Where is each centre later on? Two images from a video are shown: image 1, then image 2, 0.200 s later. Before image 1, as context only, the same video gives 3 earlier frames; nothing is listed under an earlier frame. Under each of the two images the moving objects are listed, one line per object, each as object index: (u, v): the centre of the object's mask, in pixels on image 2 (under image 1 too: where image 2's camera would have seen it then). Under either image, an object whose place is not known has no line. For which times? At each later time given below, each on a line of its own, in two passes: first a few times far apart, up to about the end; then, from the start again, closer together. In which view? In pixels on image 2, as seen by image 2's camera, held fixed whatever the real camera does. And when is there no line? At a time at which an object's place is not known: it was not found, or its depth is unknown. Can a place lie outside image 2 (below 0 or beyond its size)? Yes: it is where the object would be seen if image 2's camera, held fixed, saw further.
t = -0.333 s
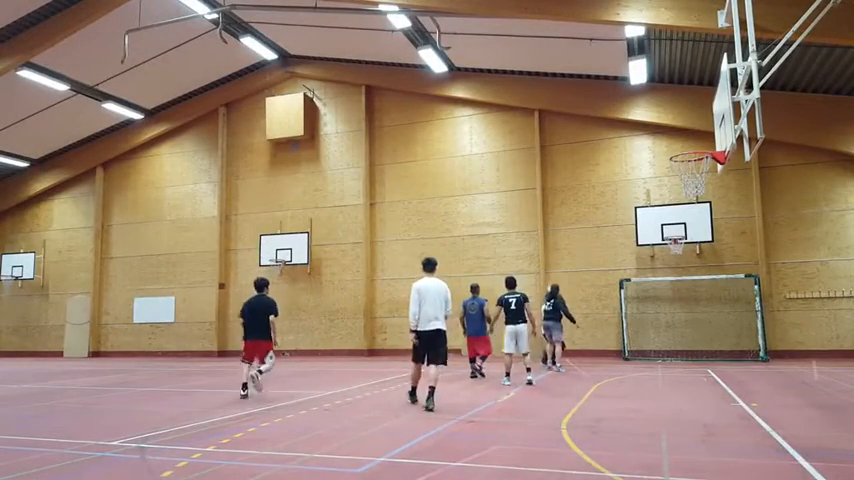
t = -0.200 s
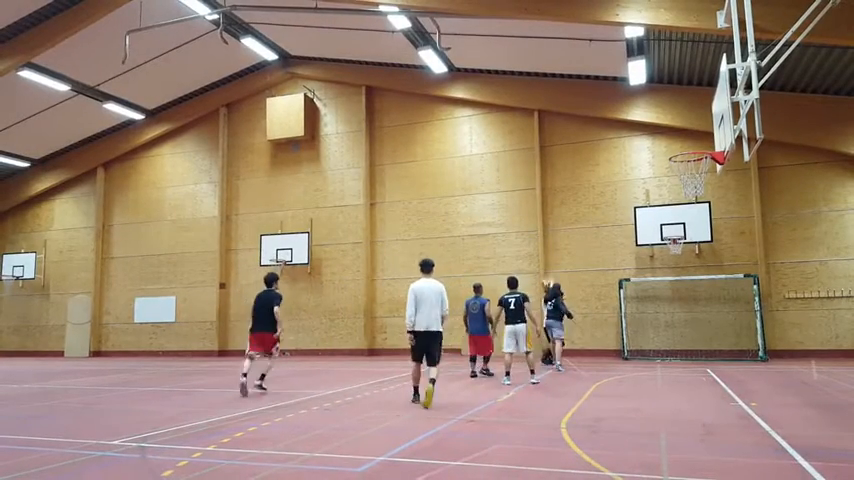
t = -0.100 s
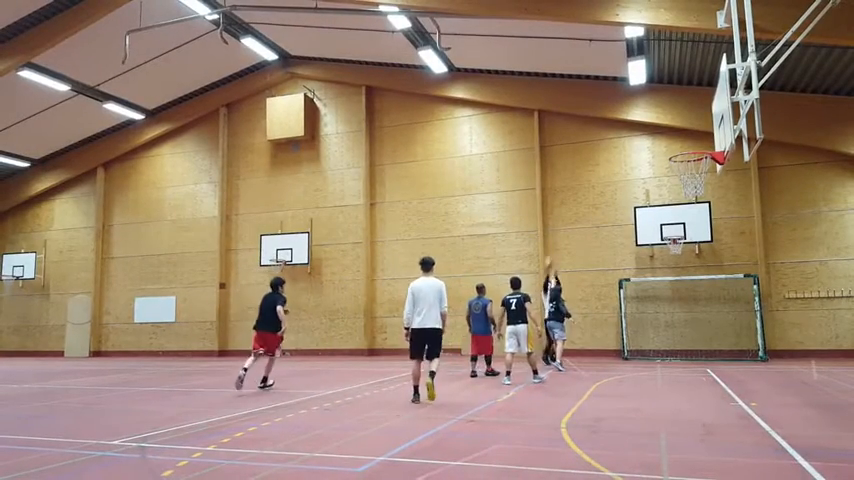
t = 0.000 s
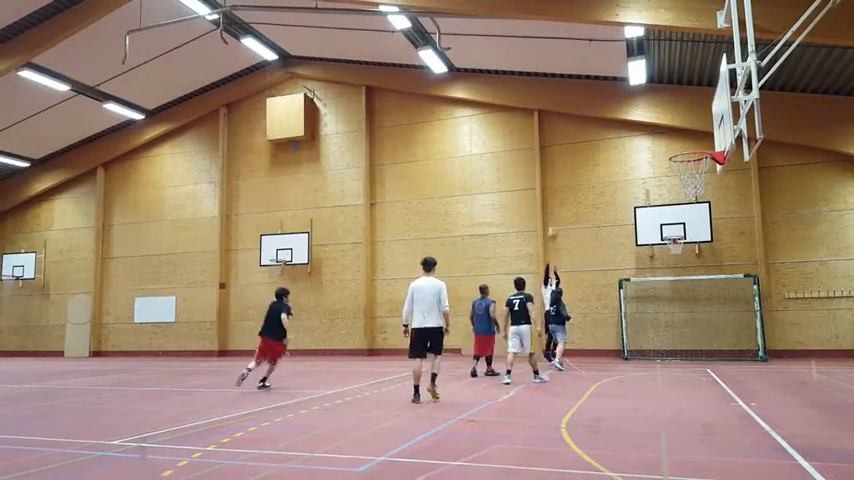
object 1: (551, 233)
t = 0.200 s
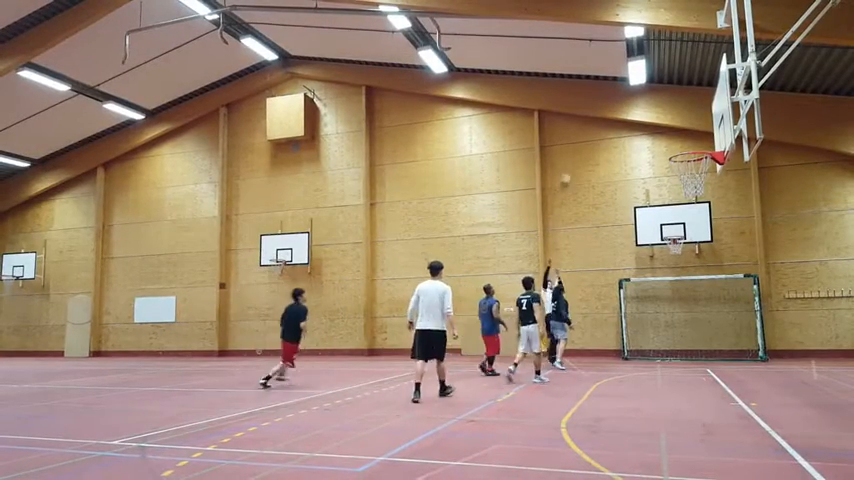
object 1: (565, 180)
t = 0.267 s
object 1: (569, 165)
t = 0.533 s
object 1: (591, 121)
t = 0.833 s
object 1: (623, 110)
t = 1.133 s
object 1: (664, 153)
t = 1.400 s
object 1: (618, 143)
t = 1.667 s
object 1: (574, 184)
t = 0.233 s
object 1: (568, 173)
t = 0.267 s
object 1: (569, 165)
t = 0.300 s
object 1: (572, 158)
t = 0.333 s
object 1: (574, 152)
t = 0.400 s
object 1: (579, 139)
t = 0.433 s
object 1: (581, 135)
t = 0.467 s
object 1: (585, 130)
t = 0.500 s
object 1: (588, 125)
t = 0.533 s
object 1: (591, 121)
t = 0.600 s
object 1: (597, 113)
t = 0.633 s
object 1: (601, 111)
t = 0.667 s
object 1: (603, 109)
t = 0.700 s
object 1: (608, 108)
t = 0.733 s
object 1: (611, 108)
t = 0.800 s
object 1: (619, 109)
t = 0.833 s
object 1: (623, 110)
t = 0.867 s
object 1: (628, 112)
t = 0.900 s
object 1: (633, 114)
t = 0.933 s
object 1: (638, 119)
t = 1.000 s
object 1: (647, 128)
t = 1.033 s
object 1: (652, 134)
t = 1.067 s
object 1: (658, 141)
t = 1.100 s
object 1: (665, 151)
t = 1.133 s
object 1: (664, 153)
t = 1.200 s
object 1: (652, 146)
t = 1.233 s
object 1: (646, 143)
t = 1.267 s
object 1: (640, 142)
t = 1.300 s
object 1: (635, 141)
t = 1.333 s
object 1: (629, 141)
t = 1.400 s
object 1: (618, 143)
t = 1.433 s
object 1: (612, 145)
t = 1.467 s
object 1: (606, 149)
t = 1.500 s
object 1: (601, 153)
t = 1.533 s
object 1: (596, 158)
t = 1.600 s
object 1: (584, 169)
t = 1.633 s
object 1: (579, 177)
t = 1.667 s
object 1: (574, 184)
